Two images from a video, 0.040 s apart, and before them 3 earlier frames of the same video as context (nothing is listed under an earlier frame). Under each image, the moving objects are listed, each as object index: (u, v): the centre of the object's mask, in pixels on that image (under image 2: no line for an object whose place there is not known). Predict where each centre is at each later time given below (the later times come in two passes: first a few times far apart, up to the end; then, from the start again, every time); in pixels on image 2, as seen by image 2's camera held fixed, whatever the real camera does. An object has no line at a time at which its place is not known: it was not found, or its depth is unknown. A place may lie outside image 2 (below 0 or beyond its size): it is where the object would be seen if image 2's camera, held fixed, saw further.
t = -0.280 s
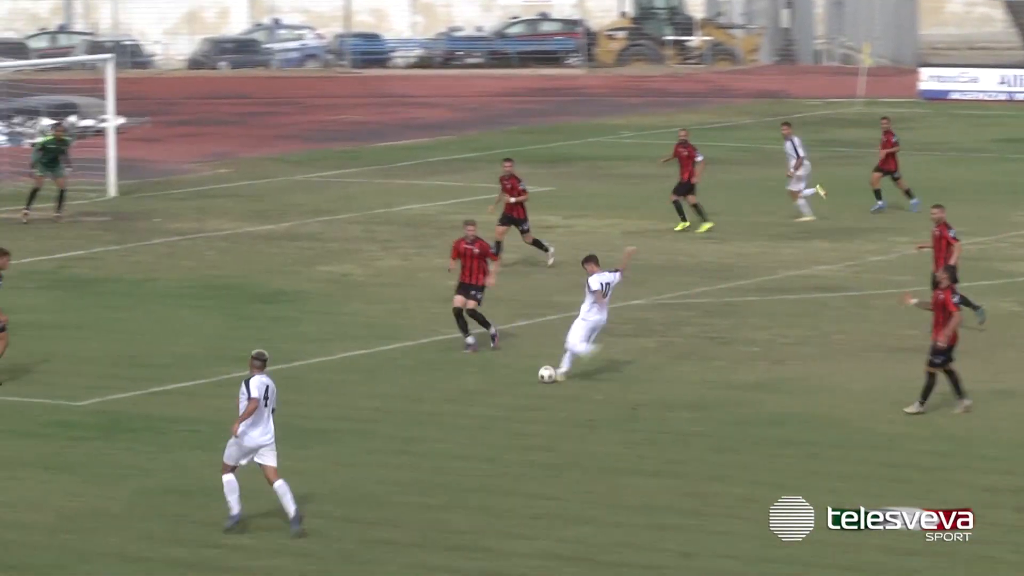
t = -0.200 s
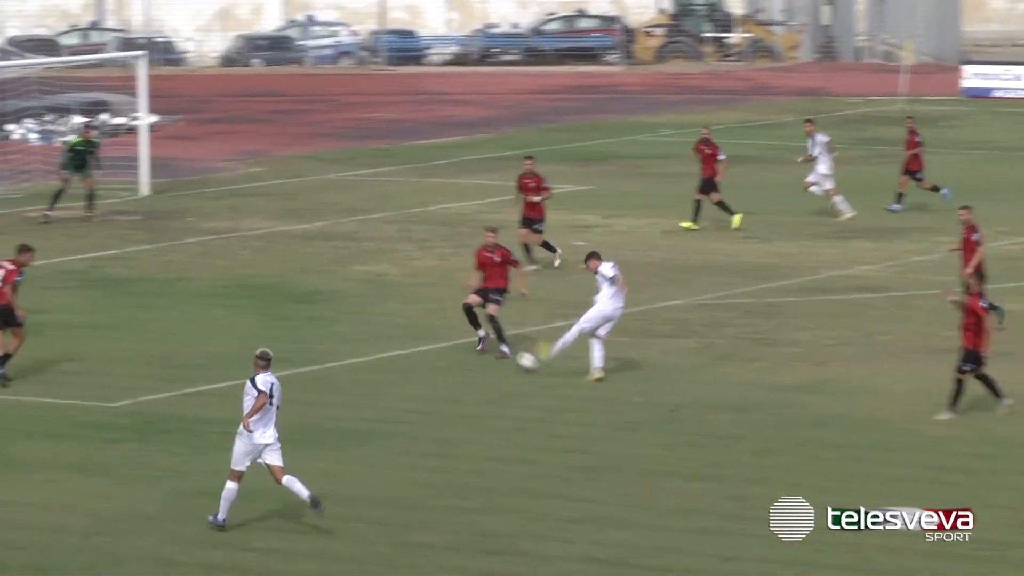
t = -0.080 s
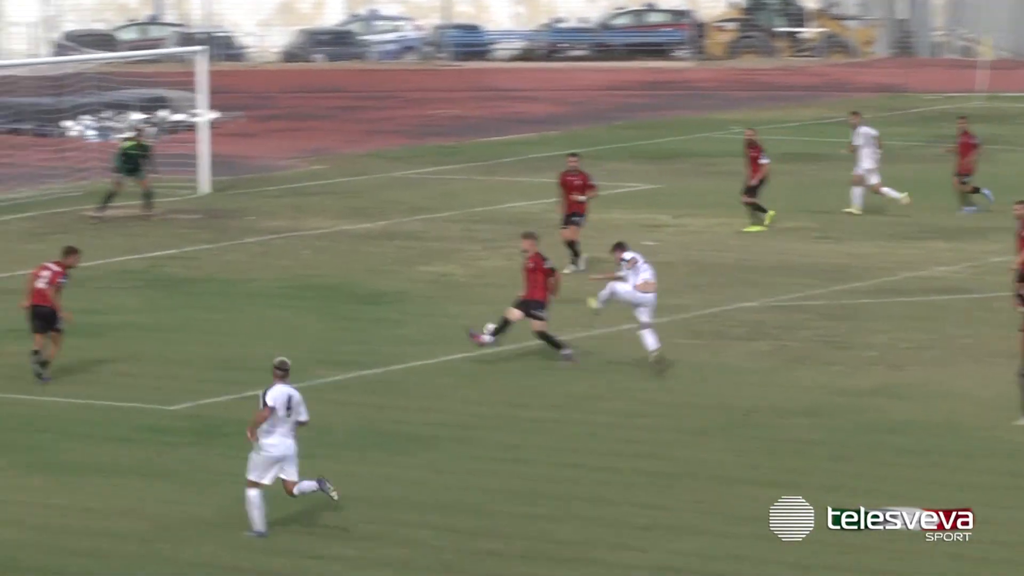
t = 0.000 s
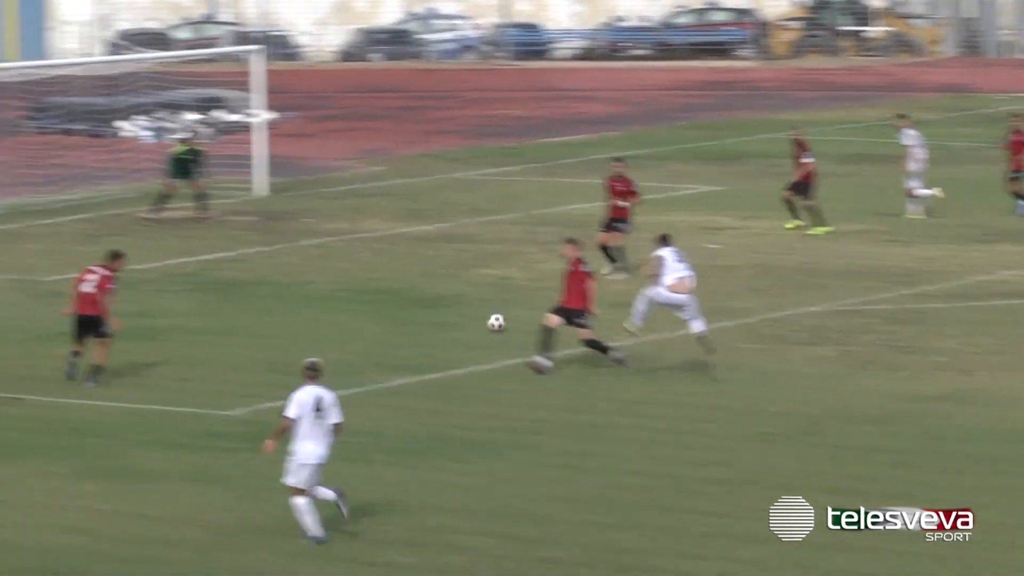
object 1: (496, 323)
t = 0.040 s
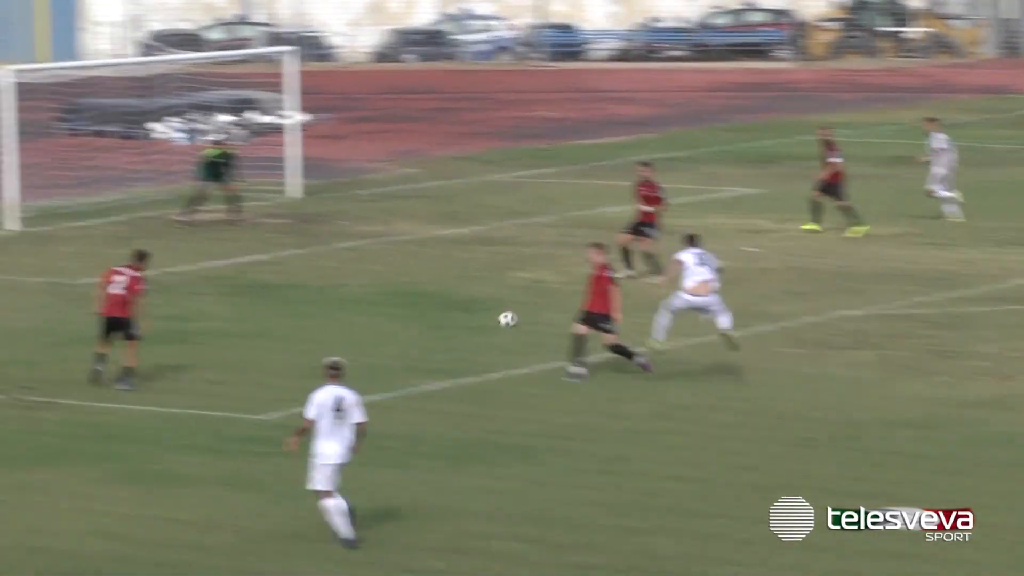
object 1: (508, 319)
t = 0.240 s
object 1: (418, 285)
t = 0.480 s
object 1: (356, 253)
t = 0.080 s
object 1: (486, 311)
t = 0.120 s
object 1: (467, 303)
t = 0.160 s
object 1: (448, 296)
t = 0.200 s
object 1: (433, 291)
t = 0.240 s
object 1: (418, 285)
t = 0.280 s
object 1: (405, 279)
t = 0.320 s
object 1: (394, 274)
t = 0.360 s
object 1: (383, 270)
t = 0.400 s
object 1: (374, 265)
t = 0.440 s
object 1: (365, 259)
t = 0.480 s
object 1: (356, 253)
